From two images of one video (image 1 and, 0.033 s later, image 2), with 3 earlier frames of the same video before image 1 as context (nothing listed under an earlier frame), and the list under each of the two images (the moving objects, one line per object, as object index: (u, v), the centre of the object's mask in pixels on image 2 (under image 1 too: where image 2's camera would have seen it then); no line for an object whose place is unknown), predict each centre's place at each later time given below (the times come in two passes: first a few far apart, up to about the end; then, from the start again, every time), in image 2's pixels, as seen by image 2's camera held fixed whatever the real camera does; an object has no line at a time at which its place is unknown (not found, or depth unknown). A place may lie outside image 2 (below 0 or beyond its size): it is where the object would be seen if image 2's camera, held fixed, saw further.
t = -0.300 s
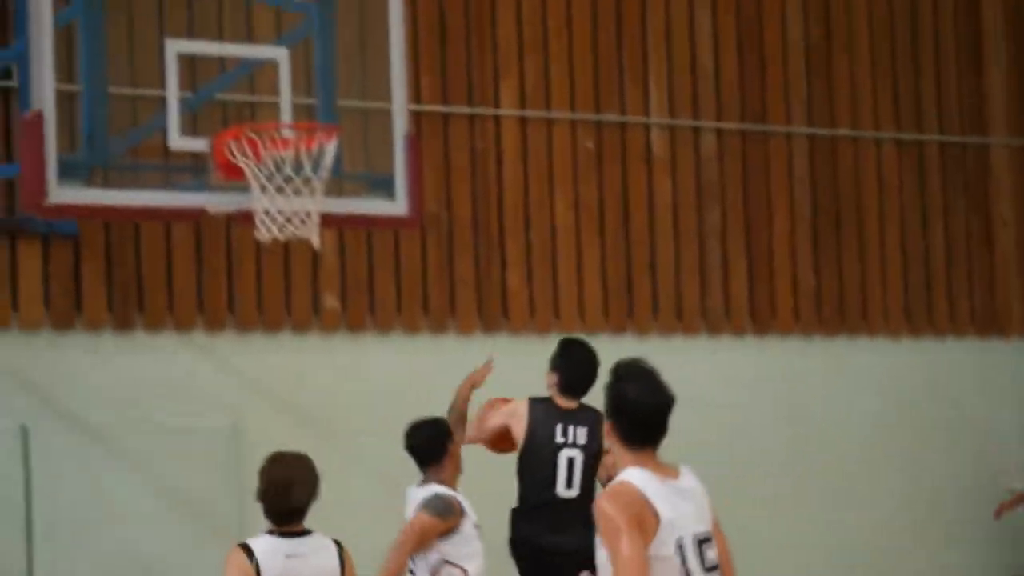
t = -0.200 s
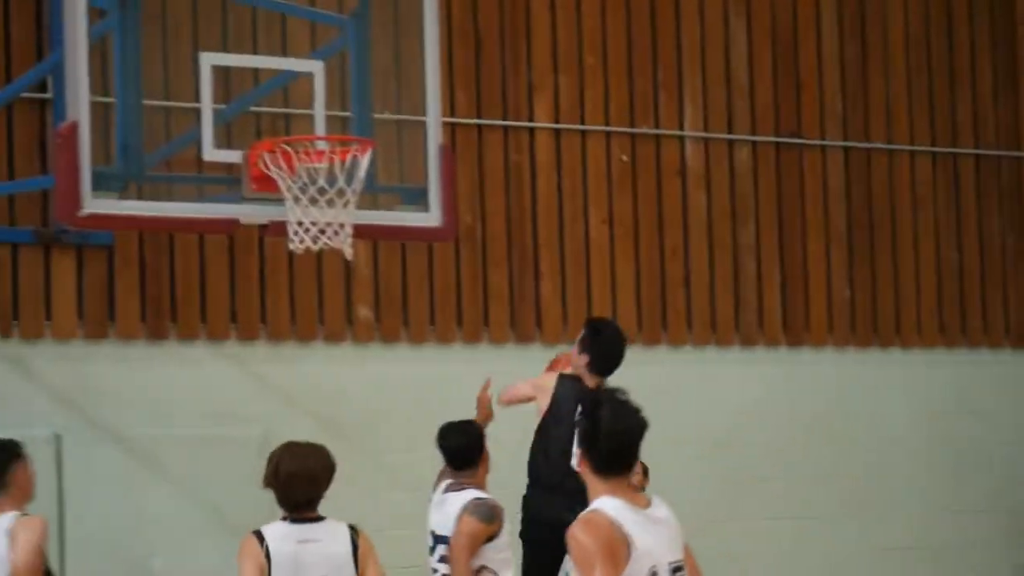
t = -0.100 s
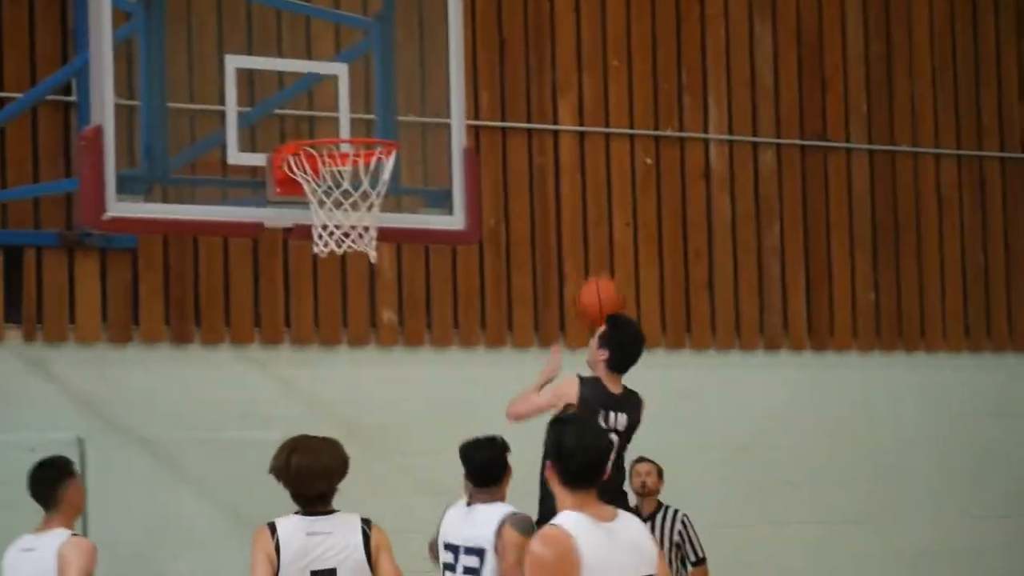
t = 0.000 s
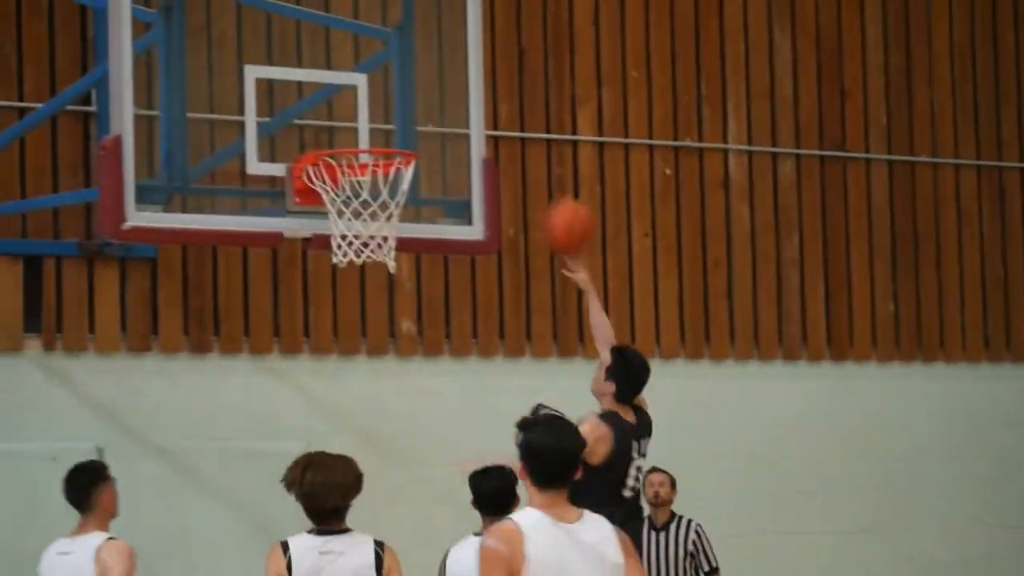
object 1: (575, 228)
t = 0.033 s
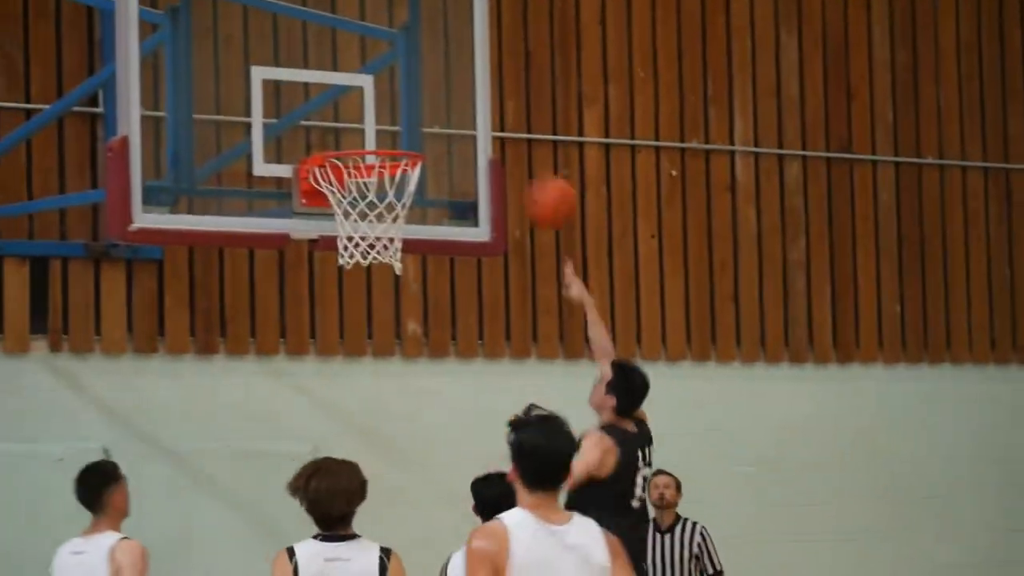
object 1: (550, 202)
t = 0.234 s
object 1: (416, 102)
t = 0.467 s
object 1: (370, 122)
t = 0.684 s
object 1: (347, 237)
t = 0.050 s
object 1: (539, 190)
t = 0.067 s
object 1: (528, 178)
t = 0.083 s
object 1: (516, 167)
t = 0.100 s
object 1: (505, 160)
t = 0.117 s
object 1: (495, 151)
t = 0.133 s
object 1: (482, 141)
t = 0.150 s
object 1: (472, 133)
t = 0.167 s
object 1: (461, 125)
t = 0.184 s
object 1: (449, 119)
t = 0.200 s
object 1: (438, 112)
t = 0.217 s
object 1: (427, 106)
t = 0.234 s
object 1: (416, 102)
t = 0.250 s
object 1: (409, 99)
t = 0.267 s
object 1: (406, 97)
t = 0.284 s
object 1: (403, 97)
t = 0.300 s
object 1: (399, 96)
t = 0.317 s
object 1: (397, 95)
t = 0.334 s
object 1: (394, 95)
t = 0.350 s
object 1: (391, 97)
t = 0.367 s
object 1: (388, 98)
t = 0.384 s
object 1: (385, 101)
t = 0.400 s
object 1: (382, 104)
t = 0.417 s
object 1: (379, 108)
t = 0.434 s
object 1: (376, 112)
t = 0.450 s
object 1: (374, 118)
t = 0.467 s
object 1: (370, 122)
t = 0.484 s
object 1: (367, 126)
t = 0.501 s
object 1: (364, 130)
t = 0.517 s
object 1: (361, 135)
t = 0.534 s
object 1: (358, 139)
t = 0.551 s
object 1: (354, 161)
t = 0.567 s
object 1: (352, 170)
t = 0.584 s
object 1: (348, 179)
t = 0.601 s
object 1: (345, 191)
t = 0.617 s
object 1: (344, 199)
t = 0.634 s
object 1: (342, 210)
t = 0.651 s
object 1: (343, 216)
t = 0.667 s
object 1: (342, 221)
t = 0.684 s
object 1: (347, 237)
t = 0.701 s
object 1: (347, 238)
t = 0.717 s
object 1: (347, 241)
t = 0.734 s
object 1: (346, 247)
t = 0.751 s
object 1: (347, 254)
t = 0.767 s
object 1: (349, 262)
